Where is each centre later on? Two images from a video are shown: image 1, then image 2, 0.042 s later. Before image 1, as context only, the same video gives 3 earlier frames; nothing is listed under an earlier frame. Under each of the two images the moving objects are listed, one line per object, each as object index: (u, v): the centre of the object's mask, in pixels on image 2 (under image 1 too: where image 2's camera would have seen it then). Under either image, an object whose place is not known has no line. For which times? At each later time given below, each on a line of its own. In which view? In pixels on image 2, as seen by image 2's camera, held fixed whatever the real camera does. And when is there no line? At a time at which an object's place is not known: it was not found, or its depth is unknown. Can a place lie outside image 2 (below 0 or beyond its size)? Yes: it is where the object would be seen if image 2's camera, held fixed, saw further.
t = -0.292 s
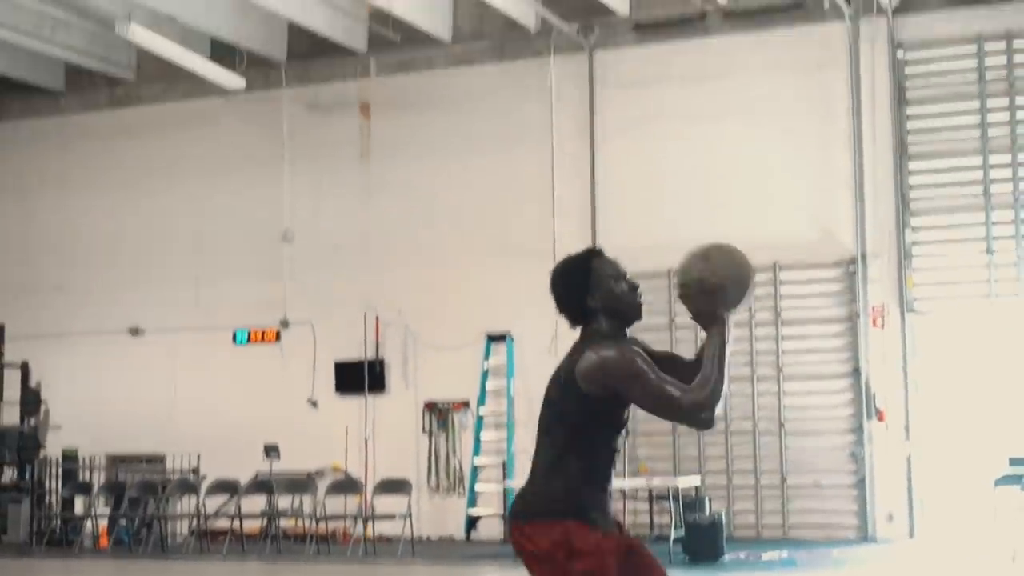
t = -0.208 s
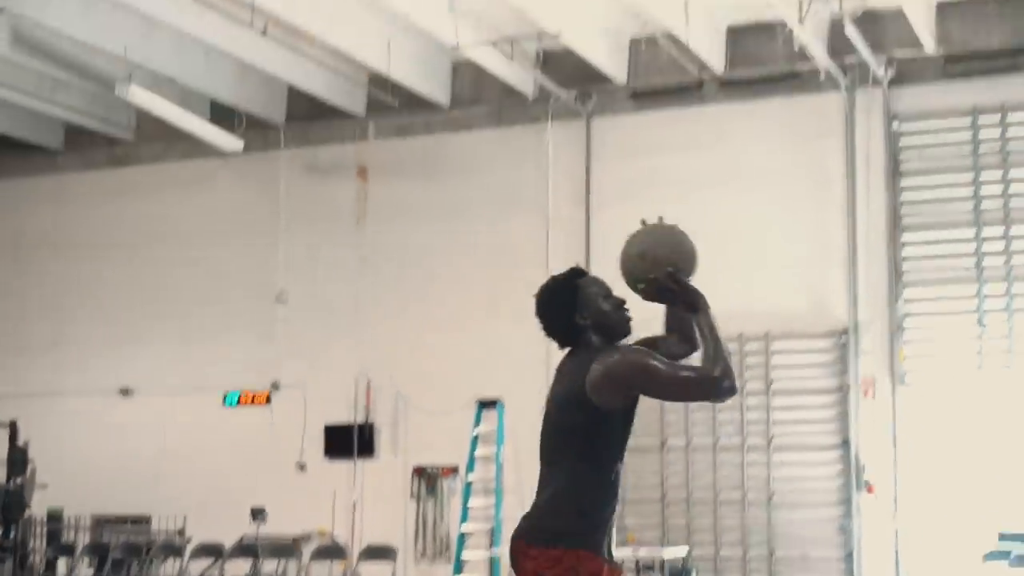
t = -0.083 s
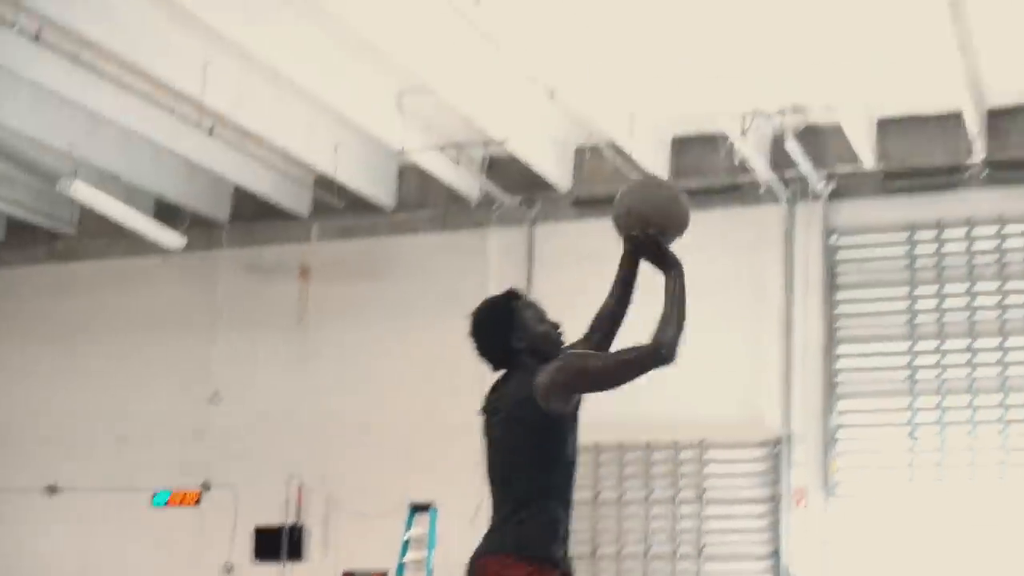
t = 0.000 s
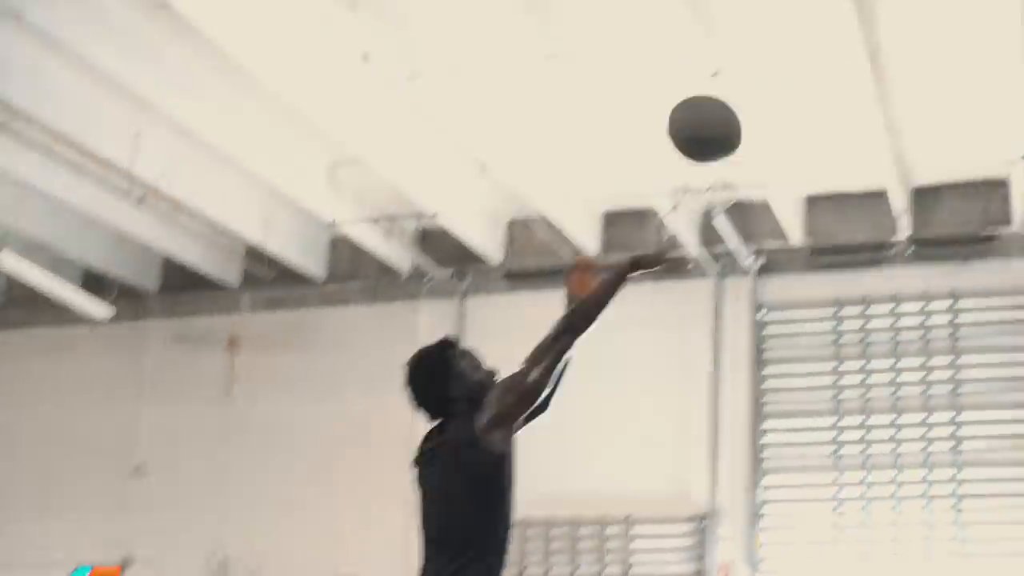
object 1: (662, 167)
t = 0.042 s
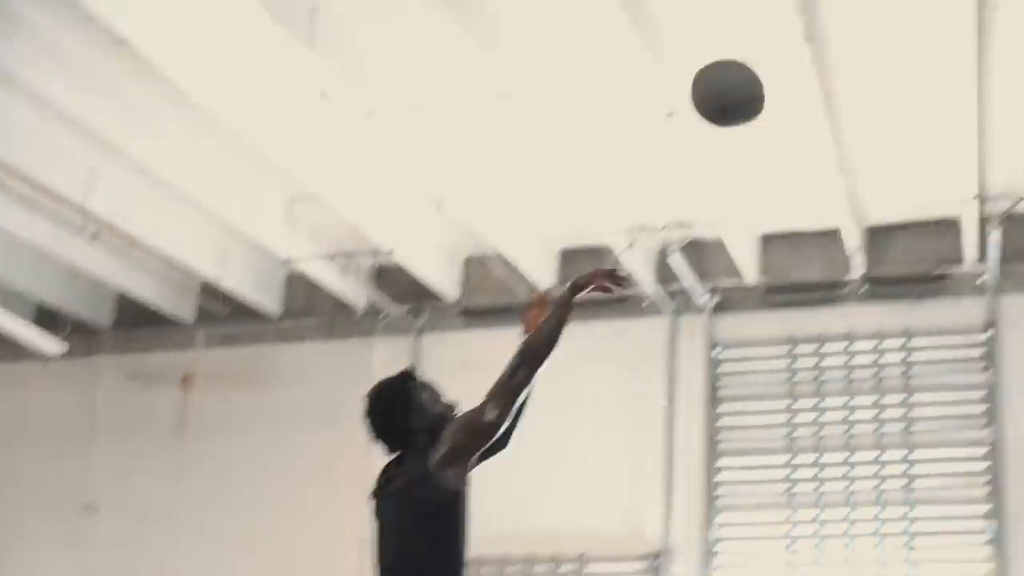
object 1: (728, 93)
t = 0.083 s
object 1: (794, 23)
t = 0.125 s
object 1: (861, -43)
